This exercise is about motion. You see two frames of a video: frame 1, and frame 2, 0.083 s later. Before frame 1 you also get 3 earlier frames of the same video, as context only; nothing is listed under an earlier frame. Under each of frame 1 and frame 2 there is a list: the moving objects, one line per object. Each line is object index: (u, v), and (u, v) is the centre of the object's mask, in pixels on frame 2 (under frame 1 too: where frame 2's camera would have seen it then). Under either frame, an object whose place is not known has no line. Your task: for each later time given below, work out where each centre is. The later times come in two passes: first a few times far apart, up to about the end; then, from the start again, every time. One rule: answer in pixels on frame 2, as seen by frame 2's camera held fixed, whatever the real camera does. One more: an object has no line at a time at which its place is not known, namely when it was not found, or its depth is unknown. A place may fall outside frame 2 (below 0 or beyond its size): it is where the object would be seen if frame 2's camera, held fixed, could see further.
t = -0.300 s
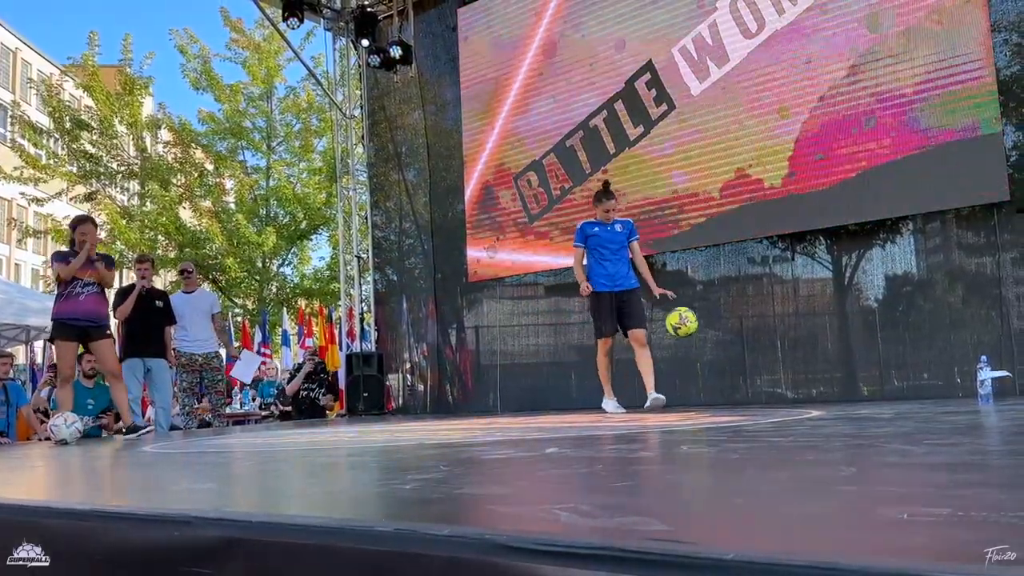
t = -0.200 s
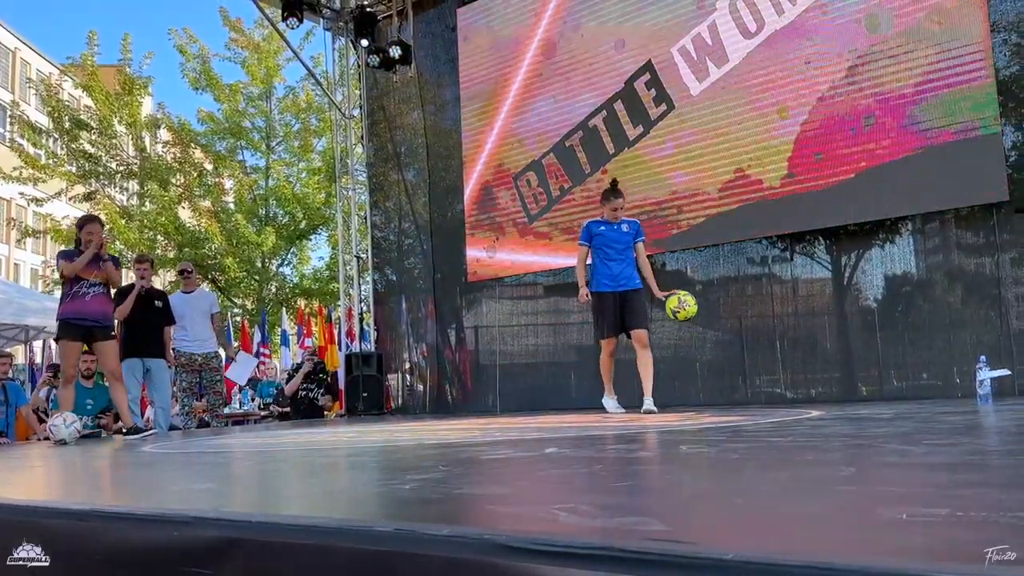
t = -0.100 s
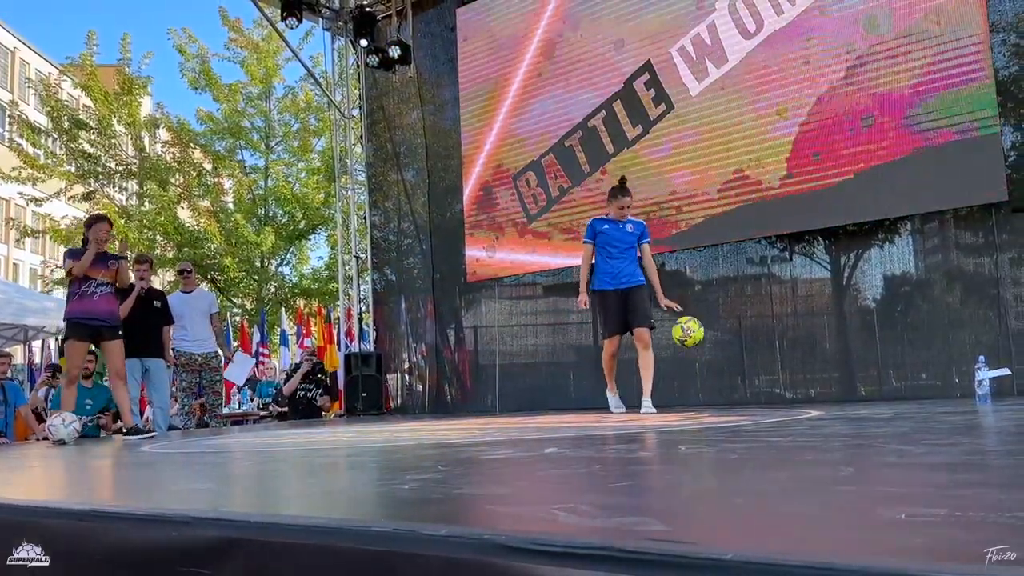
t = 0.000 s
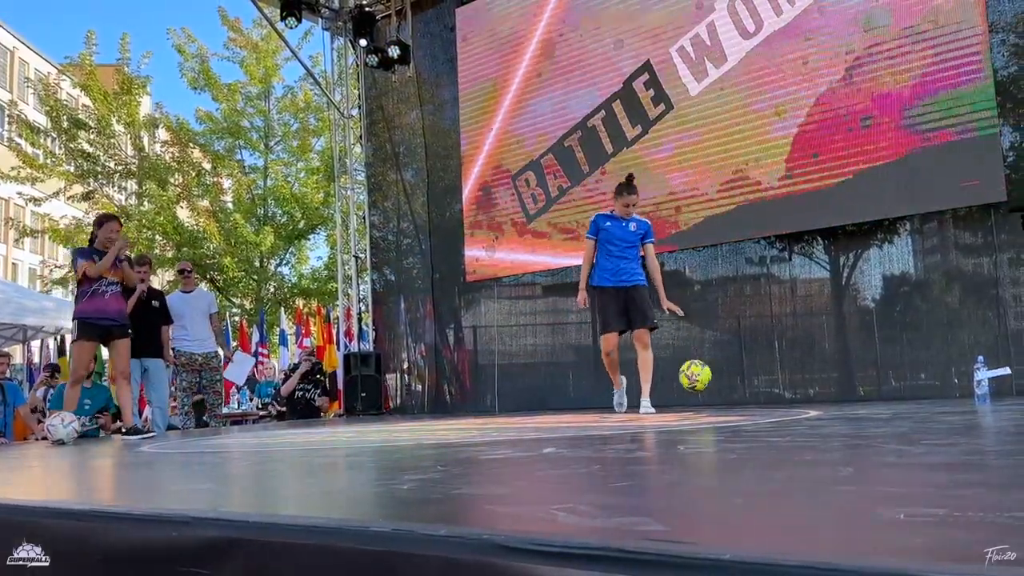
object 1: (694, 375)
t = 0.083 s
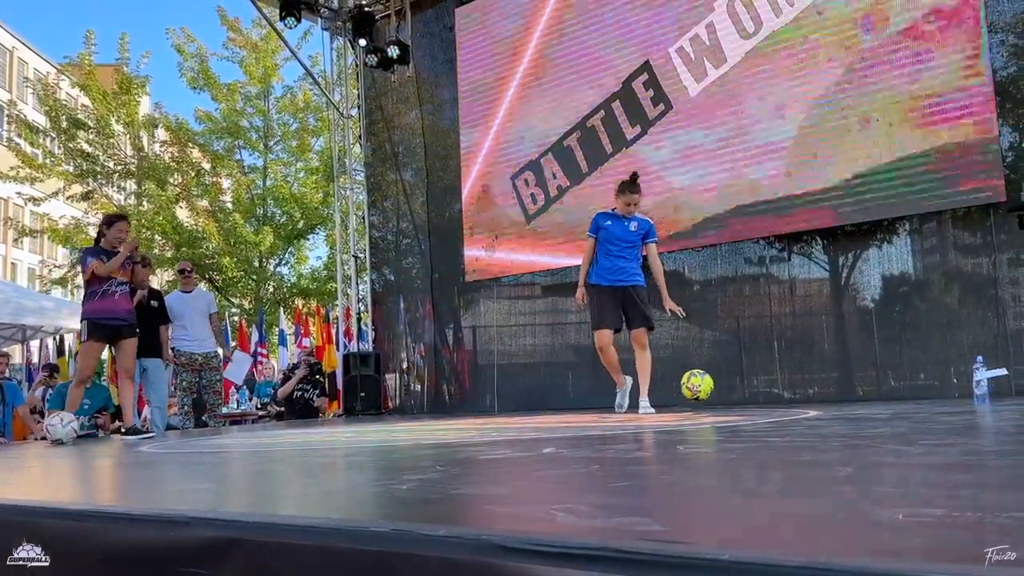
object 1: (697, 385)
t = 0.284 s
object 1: (694, 344)
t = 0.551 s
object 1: (697, 380)
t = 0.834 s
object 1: (695, 369)
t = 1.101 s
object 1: (696, 383)
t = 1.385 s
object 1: (695, 389)
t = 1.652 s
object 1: (696, 395)
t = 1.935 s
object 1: (697, 395)
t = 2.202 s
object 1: (698, 395)
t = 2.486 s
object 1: (699, 396)
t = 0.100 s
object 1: (696, 379)
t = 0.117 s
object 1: (696, 374)
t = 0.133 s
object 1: (695, 369)
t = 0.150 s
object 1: (695, 365)
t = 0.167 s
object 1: (695, 361)
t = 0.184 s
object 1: (695, 357)
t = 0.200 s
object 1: (694, 354)
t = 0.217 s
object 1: (694, 351)
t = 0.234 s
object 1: (694, 349)
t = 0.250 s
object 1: (694, 347)
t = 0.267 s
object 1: (694, 346)
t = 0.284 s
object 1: (694, 344)
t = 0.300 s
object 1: (694, 344)
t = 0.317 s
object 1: (694, 343)
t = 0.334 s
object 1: (694, 343)
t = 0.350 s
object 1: (694, 344)
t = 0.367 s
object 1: (694, 344)
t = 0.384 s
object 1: (694, 345)
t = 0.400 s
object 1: (694, 347)
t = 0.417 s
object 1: (694, 349)
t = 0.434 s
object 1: (694, 352)
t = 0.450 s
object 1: (694, 355)
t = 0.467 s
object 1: (695, 357)
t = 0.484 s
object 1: (695, 361)
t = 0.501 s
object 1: (695, 365)
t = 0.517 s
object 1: (696, 369)
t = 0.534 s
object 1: (696, 374)
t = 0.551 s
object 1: (697, 380)
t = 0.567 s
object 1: (697, 385)
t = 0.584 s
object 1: (698, 391)
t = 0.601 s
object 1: (698, 397)
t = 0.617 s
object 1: (698, 394)
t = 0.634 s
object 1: (697, 390)
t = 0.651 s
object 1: (697, 386)
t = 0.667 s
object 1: (697, 382)
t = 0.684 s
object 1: (696, 379)
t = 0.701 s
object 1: (696, 377)
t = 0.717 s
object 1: (696, 374)
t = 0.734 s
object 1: (696, 372)
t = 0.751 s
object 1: (696, 371)
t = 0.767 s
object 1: (696, 370)
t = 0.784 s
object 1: (695, 369)
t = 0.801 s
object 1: (695, 369)
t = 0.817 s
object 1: (696, 369)
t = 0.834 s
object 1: (695, 369)
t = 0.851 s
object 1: (695, 370)
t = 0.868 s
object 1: (696, 371)
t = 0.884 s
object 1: (696, 373)
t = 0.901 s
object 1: (696, 375)
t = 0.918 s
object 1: (696, 378)
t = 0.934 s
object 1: (696, 381)
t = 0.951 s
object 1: (697, 384)
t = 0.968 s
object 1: (697, 388)
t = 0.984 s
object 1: (697, 392)
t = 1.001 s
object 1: (697, 396)
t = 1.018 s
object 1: (697, 395)
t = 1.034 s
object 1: (697, 391)
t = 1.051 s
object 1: (697, 389)
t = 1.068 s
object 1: (696, 386)
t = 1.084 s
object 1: (696, 385)
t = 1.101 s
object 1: (696, 383)
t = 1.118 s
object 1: (696, 382)
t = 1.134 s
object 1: (696, 382)
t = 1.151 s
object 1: (696, 382)
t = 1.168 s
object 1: (696, 382)
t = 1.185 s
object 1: (696, 382)
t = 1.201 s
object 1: (696, 384)
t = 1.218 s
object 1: (696, 385)
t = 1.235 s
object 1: (696, 387)
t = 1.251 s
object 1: (696, 390)
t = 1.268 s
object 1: (696, 393)
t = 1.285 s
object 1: (696, 395)
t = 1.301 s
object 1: (696, 395)
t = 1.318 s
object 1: (696, 393)
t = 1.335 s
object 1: (696, 391)
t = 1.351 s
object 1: (696, 390)
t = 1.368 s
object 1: (696, 389)
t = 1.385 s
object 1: (695, 389)
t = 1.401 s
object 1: (695, 389)
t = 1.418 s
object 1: (696, 389)
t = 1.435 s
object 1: (695, 390)
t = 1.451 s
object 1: (695, 391)
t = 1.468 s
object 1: (696, 392)
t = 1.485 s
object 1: (695, 394)
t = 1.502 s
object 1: (696, 396)
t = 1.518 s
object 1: (696, 395)
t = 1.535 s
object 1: (696, 393)
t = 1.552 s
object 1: (695, 392)
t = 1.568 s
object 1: (696, 392)
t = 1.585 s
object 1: (695, 392)
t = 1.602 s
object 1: (696, 392)
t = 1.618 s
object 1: (696, 393)
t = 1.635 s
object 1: (696, 394)
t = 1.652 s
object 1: (696, 395)
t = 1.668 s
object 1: (696, 395)
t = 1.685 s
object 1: (696, 394)
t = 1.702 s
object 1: (696, 394)
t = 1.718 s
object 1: (696, 394)
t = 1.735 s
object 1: (696, 394)
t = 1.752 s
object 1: (696, 395)
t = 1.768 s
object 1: (696, 396)
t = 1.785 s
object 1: (696, 395)
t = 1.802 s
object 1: (696, 395)
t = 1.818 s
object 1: (696, 395)
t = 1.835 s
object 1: (696, 395)
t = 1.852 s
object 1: (697, 395)
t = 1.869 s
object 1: (696, 395)
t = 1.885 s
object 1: (697, 395)
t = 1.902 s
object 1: (697, 395)
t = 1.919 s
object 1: (697, 395)
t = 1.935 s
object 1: (697, 395)
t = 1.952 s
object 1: (697, 395)
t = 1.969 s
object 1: (697, 395)
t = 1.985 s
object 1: (697, 395)
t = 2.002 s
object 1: (697, 395)
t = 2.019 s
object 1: (697, 395)
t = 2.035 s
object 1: (697, 395)
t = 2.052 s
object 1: (697, 395)
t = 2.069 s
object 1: (697, 395)
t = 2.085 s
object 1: (697, 395)
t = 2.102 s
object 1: (697, 395)
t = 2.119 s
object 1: (697, 395)
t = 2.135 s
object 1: (697, 395)
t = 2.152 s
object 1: (697, 395)
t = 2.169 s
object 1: (697, 395)
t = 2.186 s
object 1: (698, 395)
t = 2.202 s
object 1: (698, 395)
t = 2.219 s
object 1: (698, 395)
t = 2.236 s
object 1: (698, 395)
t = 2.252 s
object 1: (698, 395)
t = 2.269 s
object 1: (698, 395)
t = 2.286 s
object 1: (698, 395)
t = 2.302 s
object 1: (698, 395)
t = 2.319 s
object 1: (698, 395)
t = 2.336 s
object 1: (698, 395)
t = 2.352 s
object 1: (698, 395)
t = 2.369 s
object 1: (698, 396)
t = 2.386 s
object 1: (698, 395)
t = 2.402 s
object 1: (698, 395)
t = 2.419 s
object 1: (698, 395)
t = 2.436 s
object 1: (699, 396)
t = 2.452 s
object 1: (699, 395)
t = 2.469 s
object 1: (699, 396)
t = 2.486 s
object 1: (699, 396)
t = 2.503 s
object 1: (699, 395)
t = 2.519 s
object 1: (699, 395)
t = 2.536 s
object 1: (699, 395)
